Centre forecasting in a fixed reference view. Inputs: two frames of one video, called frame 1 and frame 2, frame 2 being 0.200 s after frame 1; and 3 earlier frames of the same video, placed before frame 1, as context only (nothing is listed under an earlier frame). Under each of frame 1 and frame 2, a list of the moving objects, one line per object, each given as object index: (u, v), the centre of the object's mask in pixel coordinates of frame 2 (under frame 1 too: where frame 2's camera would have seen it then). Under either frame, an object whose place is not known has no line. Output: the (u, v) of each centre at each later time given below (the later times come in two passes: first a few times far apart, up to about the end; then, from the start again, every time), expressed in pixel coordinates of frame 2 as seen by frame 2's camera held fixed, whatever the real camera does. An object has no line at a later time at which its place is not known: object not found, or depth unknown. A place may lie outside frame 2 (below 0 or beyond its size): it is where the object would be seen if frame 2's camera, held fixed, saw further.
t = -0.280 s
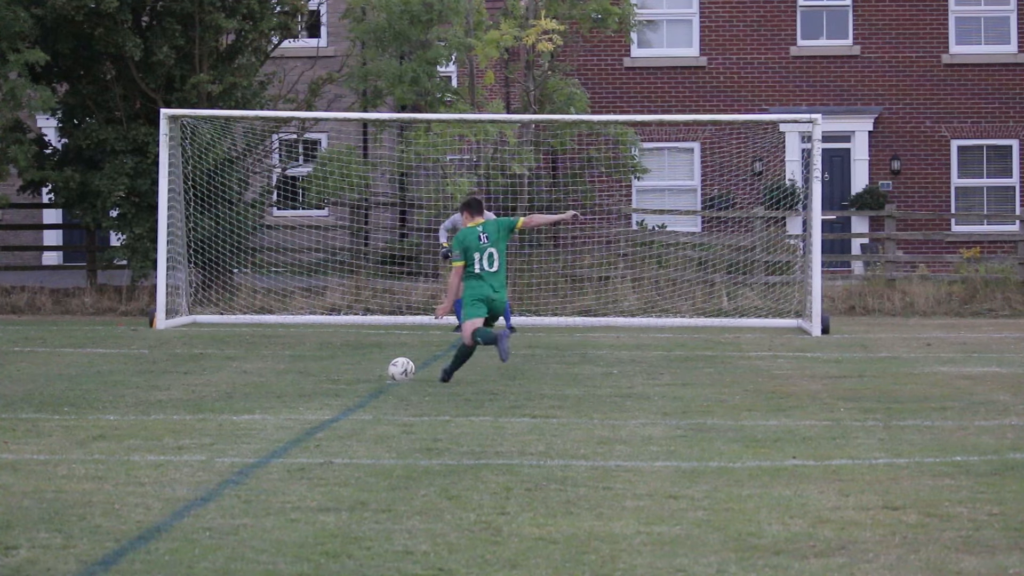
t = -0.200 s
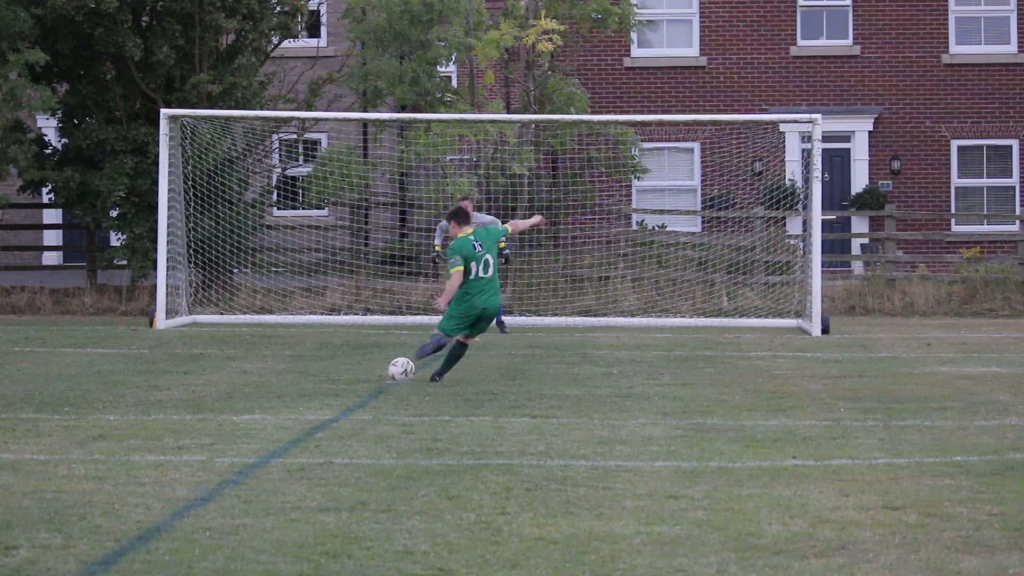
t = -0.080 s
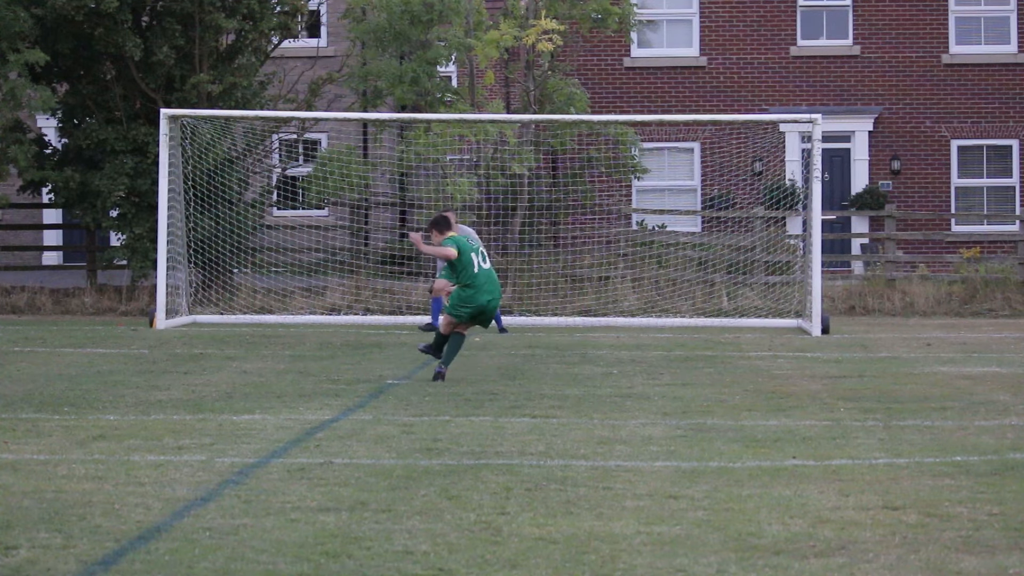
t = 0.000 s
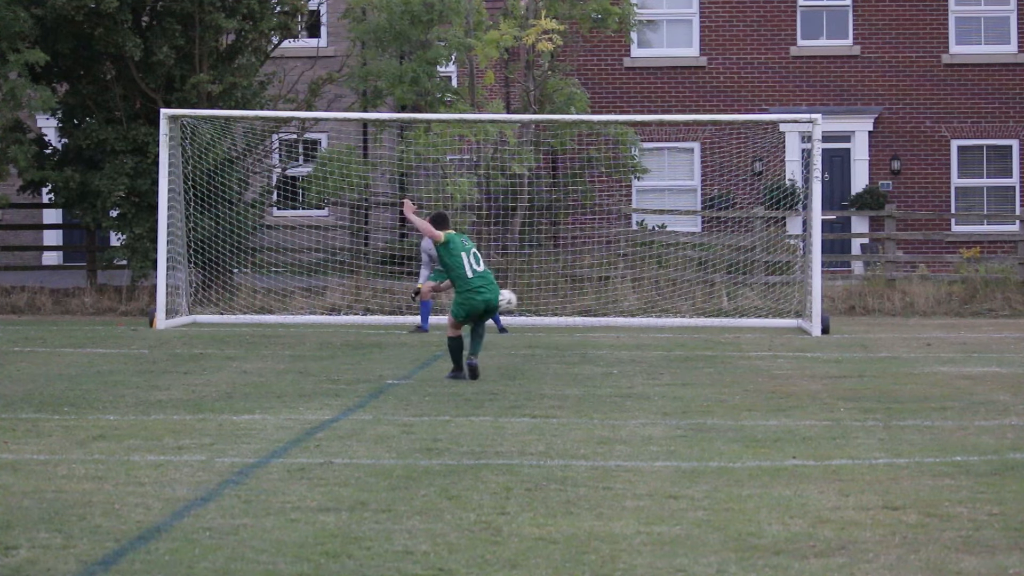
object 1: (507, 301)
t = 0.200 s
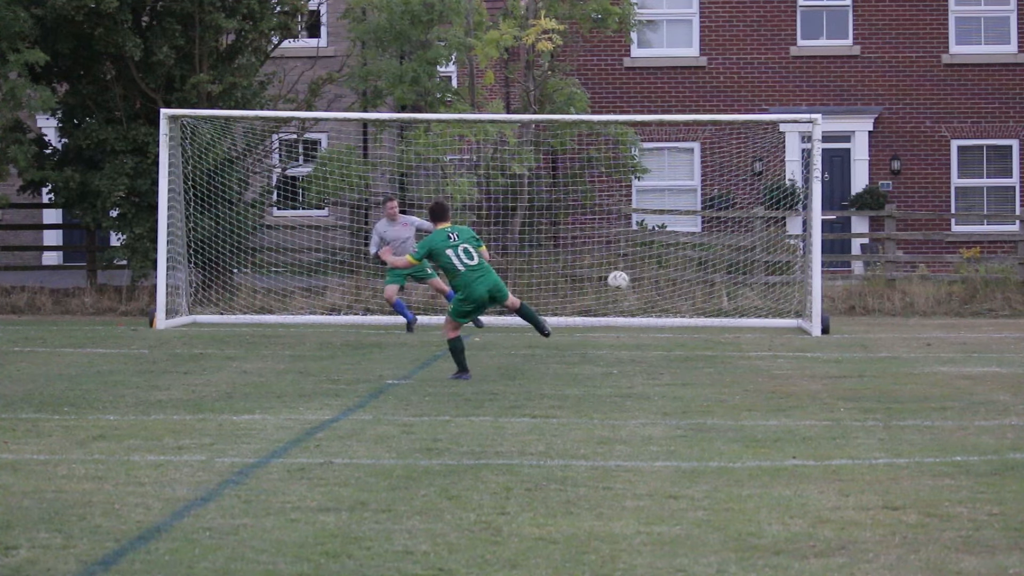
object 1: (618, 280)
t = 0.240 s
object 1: (638, 283)
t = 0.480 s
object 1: (724, 286)
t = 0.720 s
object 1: (740, 245)
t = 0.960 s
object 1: (756, 249)
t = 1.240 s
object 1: (777, 314)
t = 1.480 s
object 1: (787, 290)
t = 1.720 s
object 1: (794, 288)
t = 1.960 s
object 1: (801, 326)
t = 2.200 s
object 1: (793, 321)
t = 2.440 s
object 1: (782, 328)
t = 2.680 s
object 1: (770, 328)
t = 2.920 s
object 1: (762, 329)
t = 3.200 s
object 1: (759, 329)
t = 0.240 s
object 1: (638, 283)
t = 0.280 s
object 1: (658, 287)
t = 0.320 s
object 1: (678, 293)
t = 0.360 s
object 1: (697, 301)
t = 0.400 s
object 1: (715, 310)
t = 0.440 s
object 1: (723, 301)
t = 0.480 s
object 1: (724, 286)
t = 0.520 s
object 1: (727, 276)
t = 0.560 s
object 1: (730, 267)
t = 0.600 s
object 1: (732, 261)
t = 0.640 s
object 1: (735, 254)
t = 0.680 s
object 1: (738, 249)
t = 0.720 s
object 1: (740, 245)
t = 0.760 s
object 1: (742, 243)
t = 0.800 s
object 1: (745, 241)
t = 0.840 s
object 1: (748, 241)
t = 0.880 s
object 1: (751, 242)
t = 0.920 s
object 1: (753, 245)
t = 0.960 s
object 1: (756, 249)
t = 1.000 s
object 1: (759, 254)
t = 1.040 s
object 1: (762, 260)
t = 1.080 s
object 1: (765, 268)
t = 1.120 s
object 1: (768, 277)
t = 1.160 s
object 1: (771, 287)
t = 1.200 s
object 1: (774, 300)
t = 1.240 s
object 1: (777, 314)
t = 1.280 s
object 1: (778, 328)
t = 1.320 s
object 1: (782, 319)
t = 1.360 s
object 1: (783, 310)
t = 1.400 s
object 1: (784, 302)
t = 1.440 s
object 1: (785, 296)
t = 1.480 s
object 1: (787, 290)
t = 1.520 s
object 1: (788, 287)
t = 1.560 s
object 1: (789, 285)
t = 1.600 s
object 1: (790, 284)
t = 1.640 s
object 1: (792, 284)
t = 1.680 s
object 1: (793, 285)
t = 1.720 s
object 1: (794, 288)
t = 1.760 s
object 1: (796, 293)
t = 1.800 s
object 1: (797, 298)
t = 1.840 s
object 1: (798, 305)
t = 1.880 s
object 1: (800, 314)
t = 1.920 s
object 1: (801, 323)
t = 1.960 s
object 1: (801, 326)
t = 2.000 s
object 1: (799, 320)
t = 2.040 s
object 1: (797, 318)
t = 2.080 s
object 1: (796, 317)
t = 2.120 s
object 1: (795, 317)
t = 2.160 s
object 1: (794, 319)
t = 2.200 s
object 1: (793, 321)
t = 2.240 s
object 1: (792, 325)
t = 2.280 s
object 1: (791, 327)
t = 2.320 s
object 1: (789, 326)
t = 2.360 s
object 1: (787, 325)
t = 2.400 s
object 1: (784, 326)
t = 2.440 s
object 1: (782, 328)
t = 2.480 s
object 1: (780, 328)
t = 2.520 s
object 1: (778, 327)
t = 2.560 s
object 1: (775, 328)
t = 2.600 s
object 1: (774, 328)
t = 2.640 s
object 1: (772, 328)
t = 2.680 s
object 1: (770, 328)
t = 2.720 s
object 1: (769, 327)
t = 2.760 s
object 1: (767, 328)
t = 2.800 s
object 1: (766, 328)
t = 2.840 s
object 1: (764, 328)
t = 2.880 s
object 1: (763, 328)
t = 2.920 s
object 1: (762, 329)
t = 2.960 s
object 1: (761, 328)
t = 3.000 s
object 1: (761, 328)
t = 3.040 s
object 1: (760, 328)
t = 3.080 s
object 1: (759, 328)
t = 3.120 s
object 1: (759, 329)
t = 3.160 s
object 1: (759, 329)
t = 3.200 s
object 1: (759, 329)
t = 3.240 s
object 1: (758, 329)
